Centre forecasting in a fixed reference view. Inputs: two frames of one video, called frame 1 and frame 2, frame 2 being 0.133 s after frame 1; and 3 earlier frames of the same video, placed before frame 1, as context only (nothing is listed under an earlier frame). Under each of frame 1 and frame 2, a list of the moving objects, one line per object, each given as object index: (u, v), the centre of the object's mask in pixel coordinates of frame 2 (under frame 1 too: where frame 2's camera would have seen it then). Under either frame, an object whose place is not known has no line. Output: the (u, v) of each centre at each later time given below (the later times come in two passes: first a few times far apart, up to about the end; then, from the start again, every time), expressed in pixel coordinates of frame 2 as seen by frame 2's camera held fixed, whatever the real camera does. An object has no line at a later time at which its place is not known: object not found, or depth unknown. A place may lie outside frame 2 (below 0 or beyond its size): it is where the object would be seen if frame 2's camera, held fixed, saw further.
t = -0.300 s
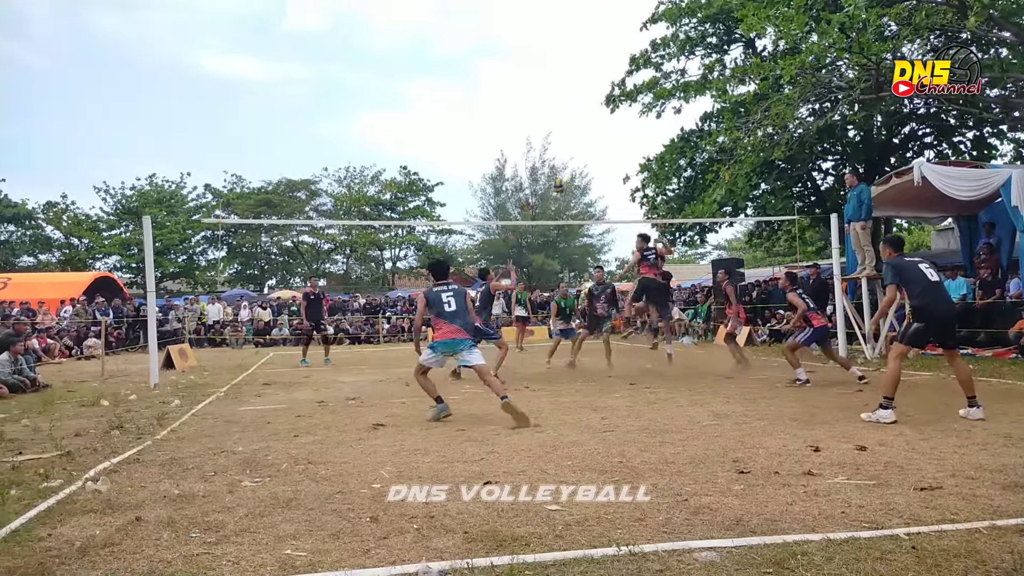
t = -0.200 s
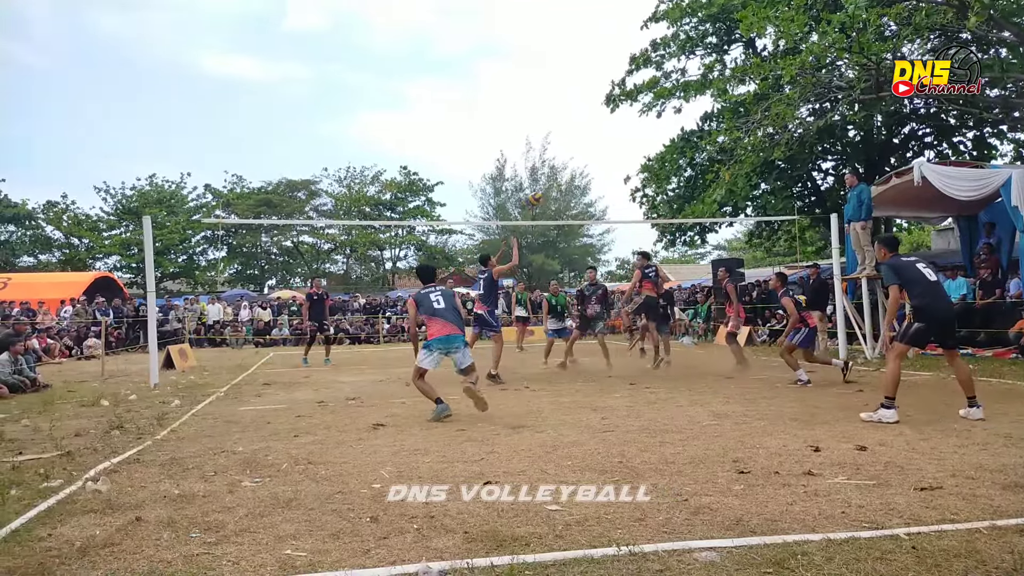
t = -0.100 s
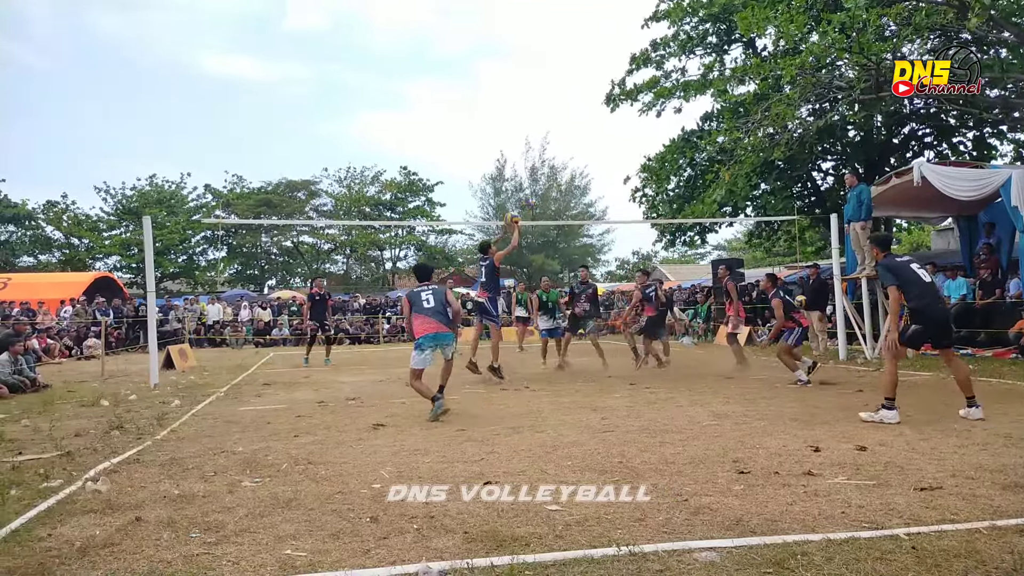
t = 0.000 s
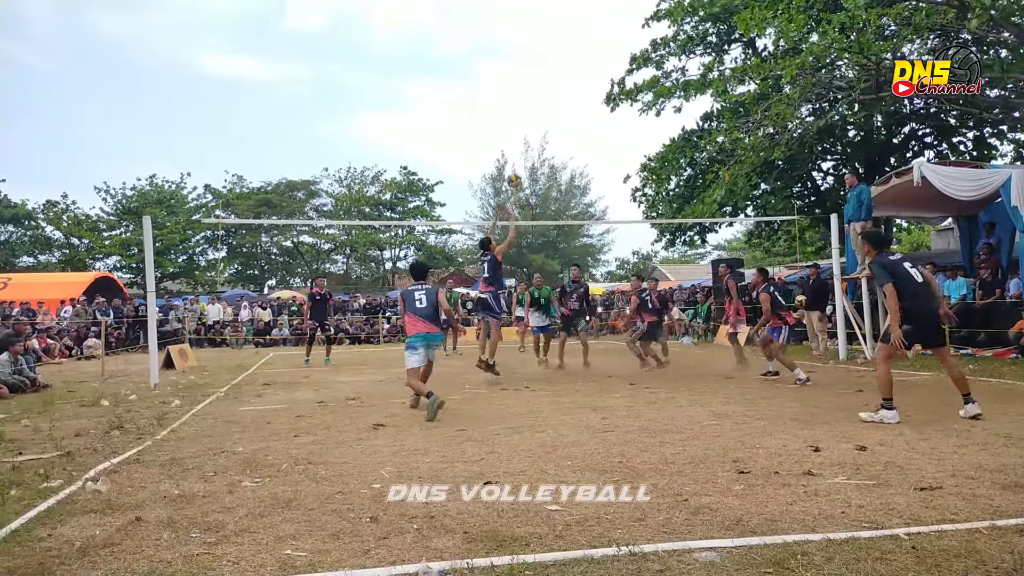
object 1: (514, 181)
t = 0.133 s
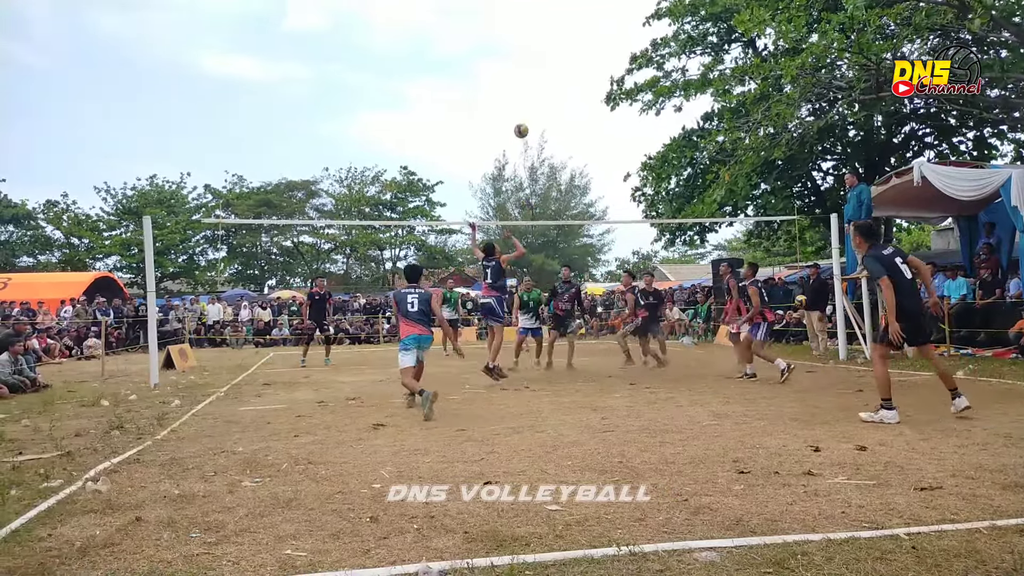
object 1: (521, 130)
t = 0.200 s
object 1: (525, 111)
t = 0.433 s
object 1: (541, 70)
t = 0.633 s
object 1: (556, 65)
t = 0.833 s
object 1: (571, 86)
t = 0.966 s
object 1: (582, 114)
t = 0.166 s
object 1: (523, 120)
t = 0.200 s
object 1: (525, 111)
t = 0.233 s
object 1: (527, 103)
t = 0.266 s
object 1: (529, 96)
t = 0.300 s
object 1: (531, 89)
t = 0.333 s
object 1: (534, 83)
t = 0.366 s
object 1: (536, 78)
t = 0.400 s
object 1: (538, 74)
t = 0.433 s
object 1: (541, 70)
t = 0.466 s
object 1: (543, 67)
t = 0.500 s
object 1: (546, 65)
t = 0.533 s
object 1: (548, 64)
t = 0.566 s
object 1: (551, 64)
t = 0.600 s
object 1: (553, 64)
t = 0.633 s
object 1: (556, 65)
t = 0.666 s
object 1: (558, 67)
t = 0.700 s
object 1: (561, 69)
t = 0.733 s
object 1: (563, 72)
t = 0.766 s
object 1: (566, 76)
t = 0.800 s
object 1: (569, 81)
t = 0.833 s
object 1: (571, 86)
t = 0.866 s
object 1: (574, 92)
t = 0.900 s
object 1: (576, 98)
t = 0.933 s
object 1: (579, 106)
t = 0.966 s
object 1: (582, 114)
